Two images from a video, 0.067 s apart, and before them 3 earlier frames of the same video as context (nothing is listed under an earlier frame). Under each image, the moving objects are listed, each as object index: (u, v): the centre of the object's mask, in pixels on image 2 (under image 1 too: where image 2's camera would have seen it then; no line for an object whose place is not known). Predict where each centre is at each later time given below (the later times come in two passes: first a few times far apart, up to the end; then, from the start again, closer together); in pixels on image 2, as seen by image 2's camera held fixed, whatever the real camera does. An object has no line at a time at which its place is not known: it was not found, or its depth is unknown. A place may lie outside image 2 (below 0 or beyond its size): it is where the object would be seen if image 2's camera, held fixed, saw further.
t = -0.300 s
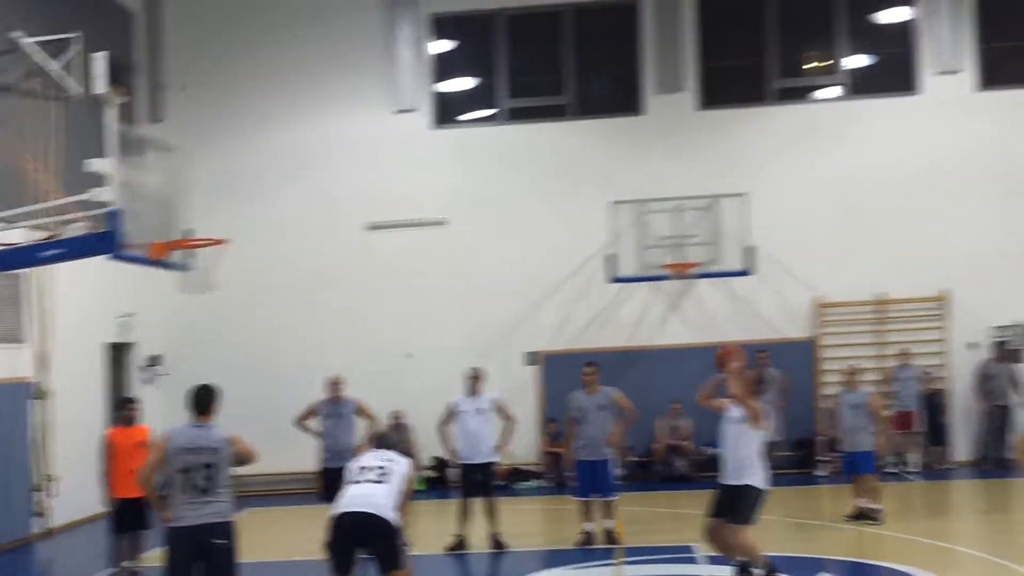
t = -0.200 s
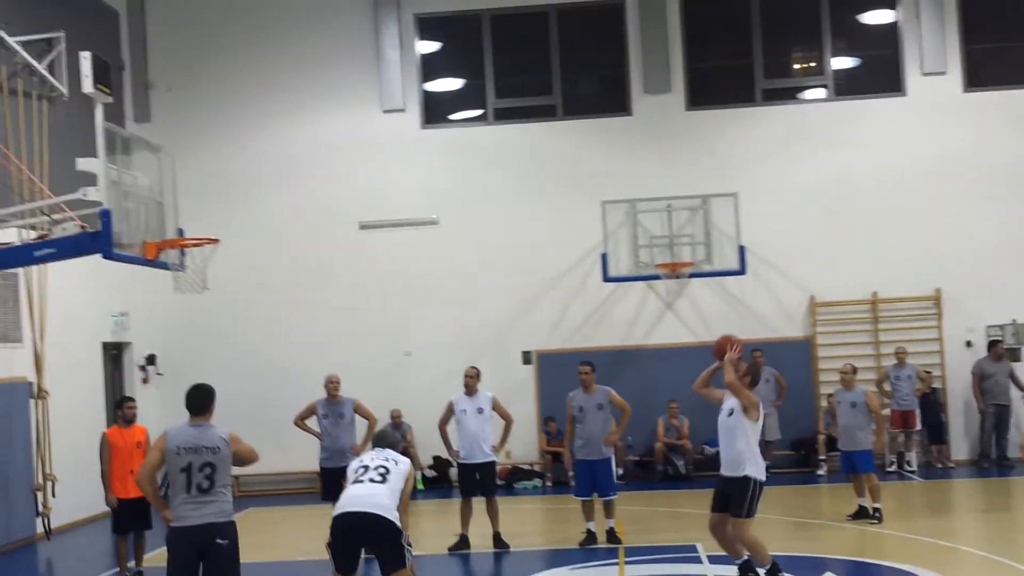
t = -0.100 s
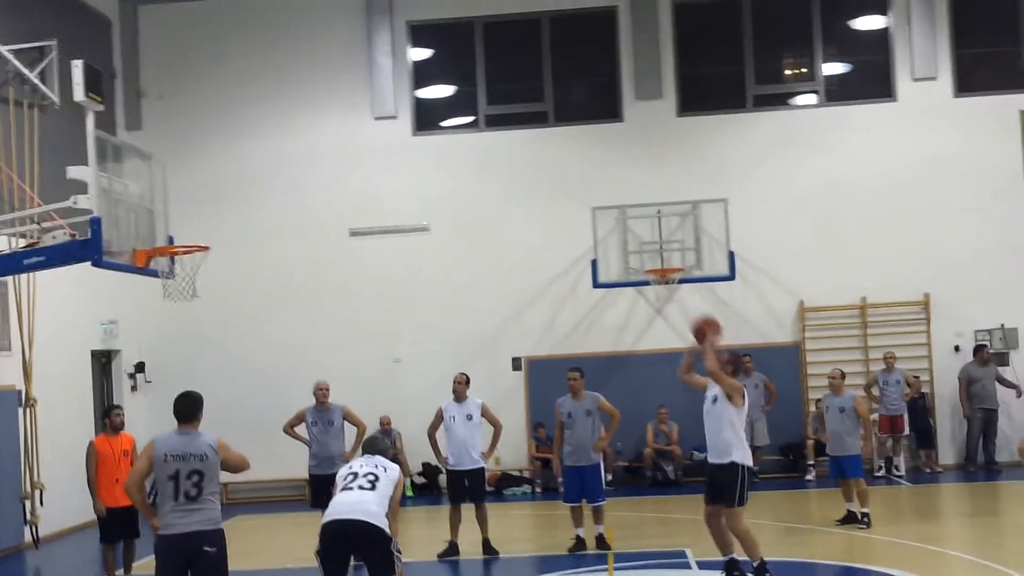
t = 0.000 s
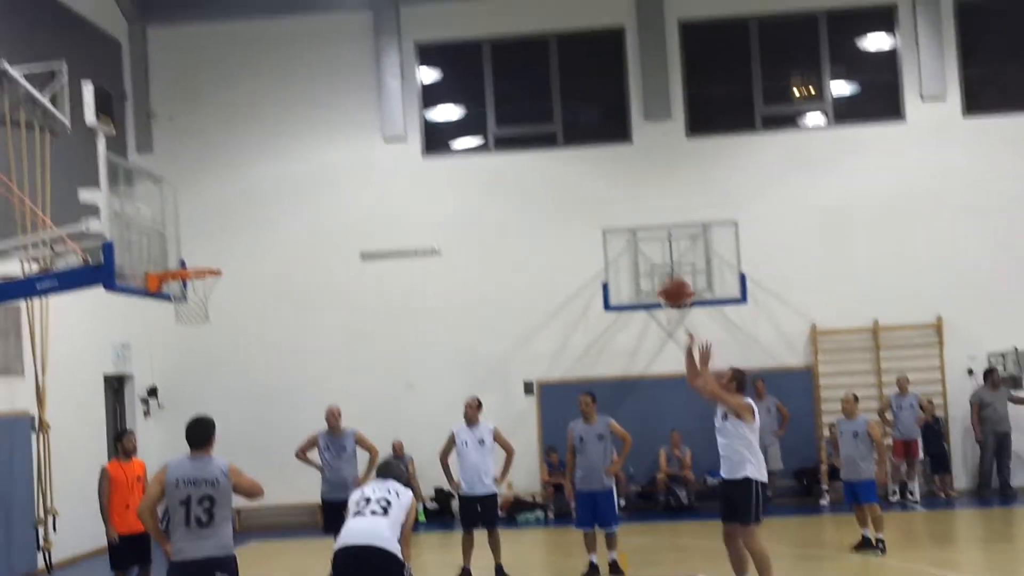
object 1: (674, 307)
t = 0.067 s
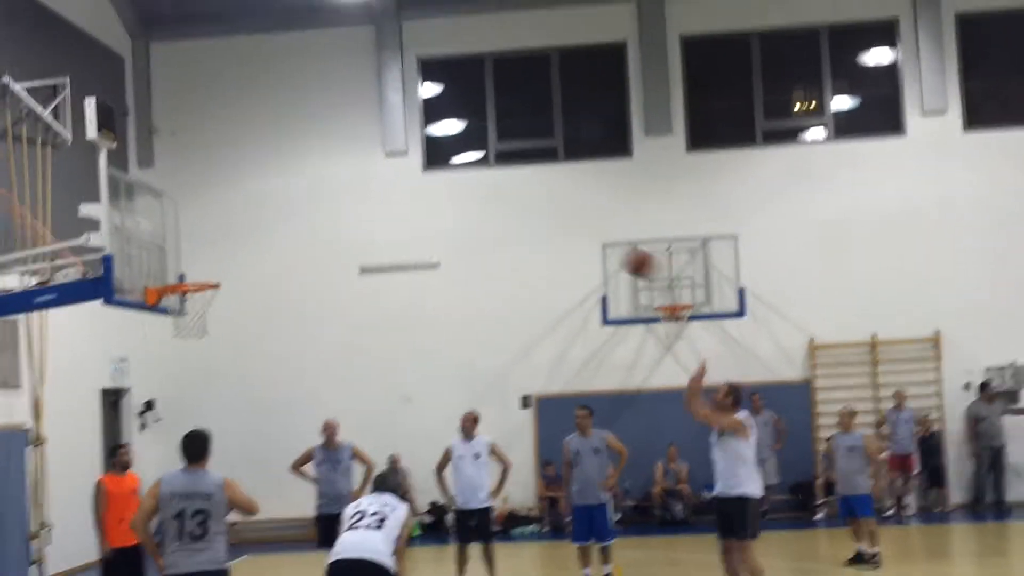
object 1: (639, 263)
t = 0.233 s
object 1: (558, 186)
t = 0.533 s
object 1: (418, 125)
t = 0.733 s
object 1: (331, 143)
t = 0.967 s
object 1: (235, 218)
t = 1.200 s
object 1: (169, 260)
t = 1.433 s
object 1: (201, 262)
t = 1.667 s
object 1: (257, 320)
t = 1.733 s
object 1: (273, 348)
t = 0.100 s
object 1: (623, 246)
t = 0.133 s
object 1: (605, 227)
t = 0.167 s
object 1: (589, 213)
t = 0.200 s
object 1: (577, 199)
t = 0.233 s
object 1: (558, 186)
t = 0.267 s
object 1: (538, 175)
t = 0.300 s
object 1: (521, 165)
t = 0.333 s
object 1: (506, 155)
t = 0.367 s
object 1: (494, 147)
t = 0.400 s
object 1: (481, 137)
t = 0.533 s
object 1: (418, 125)
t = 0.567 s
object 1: (398, 125)
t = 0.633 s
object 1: (368, 127)
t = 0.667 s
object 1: (359, 131)
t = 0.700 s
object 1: (347, 136)
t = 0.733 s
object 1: (331, 143)
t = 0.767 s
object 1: (316, 151)
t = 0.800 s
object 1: (305, 159)
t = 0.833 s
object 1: (291, 169)
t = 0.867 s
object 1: (278, 179)
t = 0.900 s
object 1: (261, 192)
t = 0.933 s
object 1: (246, 204)
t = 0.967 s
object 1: (235, 218)
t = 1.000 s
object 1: (222, 235)
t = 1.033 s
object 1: (208, 252)
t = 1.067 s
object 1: (194, 271)
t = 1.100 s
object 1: (186, 268)
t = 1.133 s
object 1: (180, 264)
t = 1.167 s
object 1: (174, 262)
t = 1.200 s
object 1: (169, 260)
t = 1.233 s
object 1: (164, 260)
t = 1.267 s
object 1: (164, 259)
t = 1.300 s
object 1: (170, 257)
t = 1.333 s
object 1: (177, 257)
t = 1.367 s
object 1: (184, 257)
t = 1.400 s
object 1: (193, 260)
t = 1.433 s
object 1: (201, 262)
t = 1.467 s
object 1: (210, 267)
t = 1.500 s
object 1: (218, 273)
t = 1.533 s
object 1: (225, 280)
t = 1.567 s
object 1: (232, 289)
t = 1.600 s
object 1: (241, 298)
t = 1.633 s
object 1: (249, 308)
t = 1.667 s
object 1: (257, 320)
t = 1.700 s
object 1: (264, 333)
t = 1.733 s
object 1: (273, 348)
